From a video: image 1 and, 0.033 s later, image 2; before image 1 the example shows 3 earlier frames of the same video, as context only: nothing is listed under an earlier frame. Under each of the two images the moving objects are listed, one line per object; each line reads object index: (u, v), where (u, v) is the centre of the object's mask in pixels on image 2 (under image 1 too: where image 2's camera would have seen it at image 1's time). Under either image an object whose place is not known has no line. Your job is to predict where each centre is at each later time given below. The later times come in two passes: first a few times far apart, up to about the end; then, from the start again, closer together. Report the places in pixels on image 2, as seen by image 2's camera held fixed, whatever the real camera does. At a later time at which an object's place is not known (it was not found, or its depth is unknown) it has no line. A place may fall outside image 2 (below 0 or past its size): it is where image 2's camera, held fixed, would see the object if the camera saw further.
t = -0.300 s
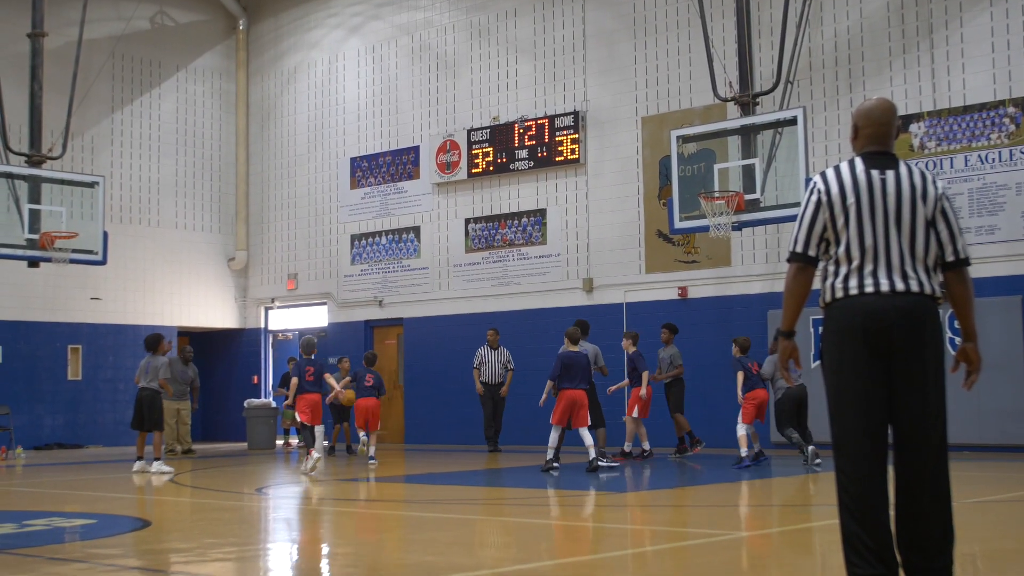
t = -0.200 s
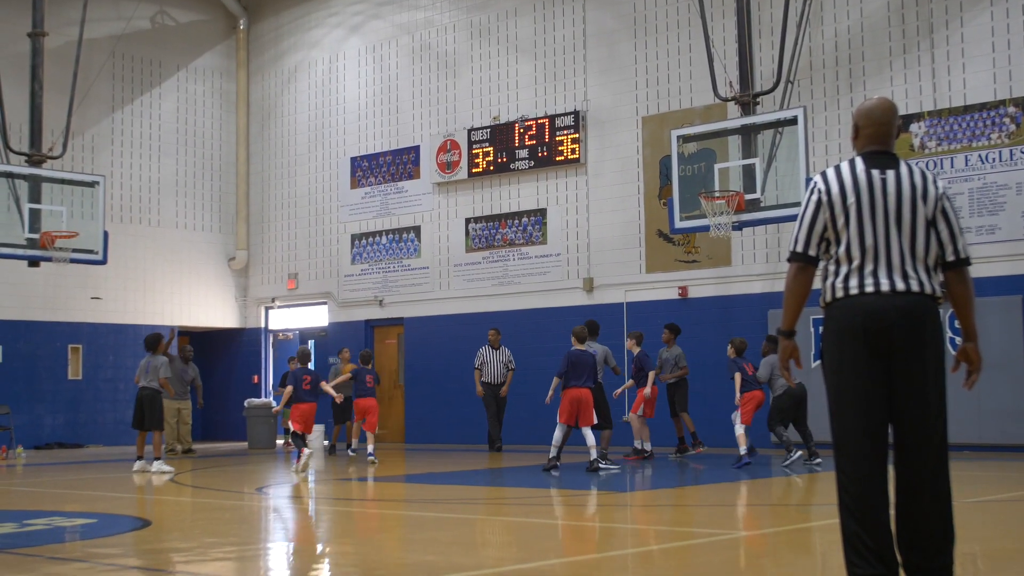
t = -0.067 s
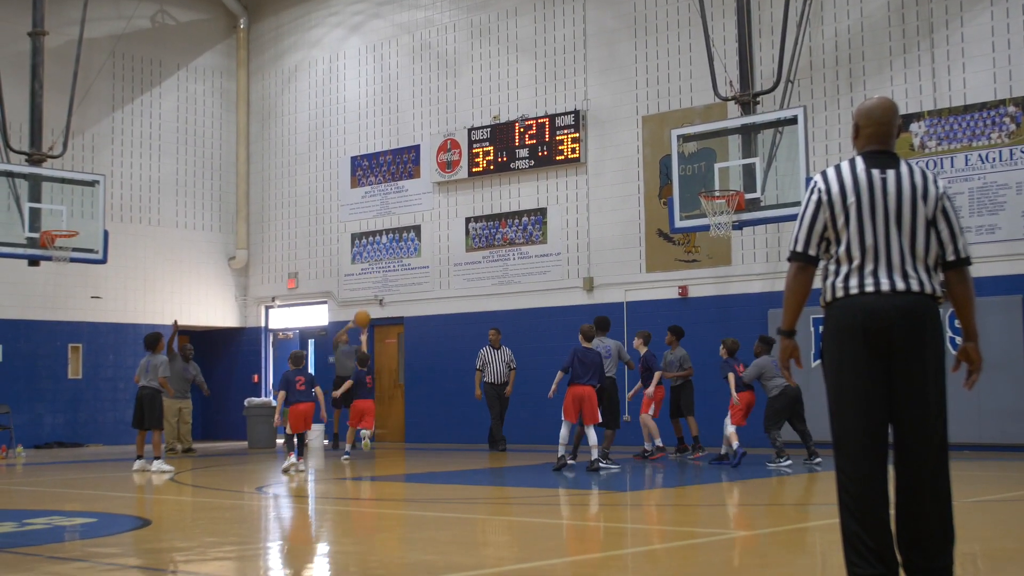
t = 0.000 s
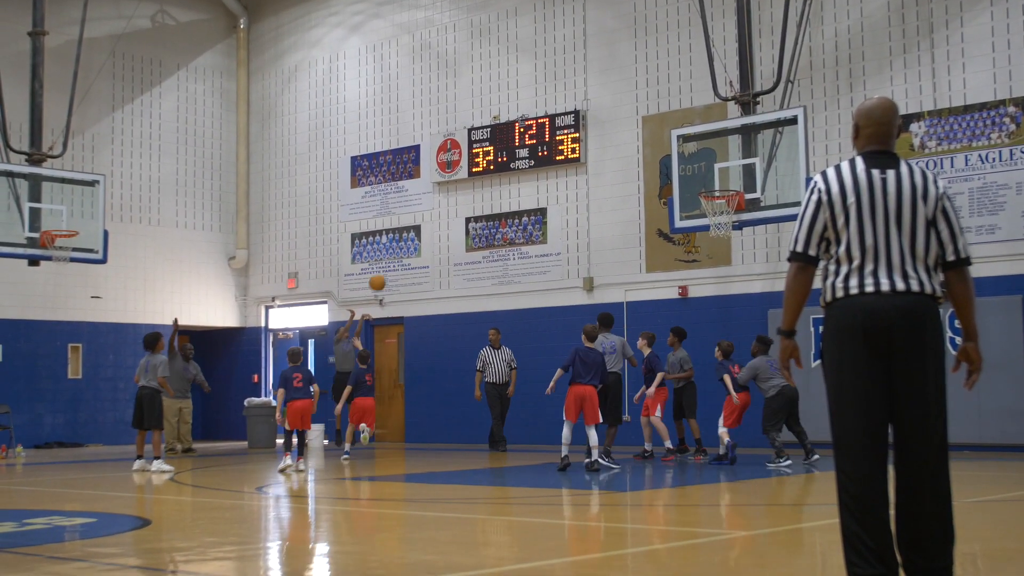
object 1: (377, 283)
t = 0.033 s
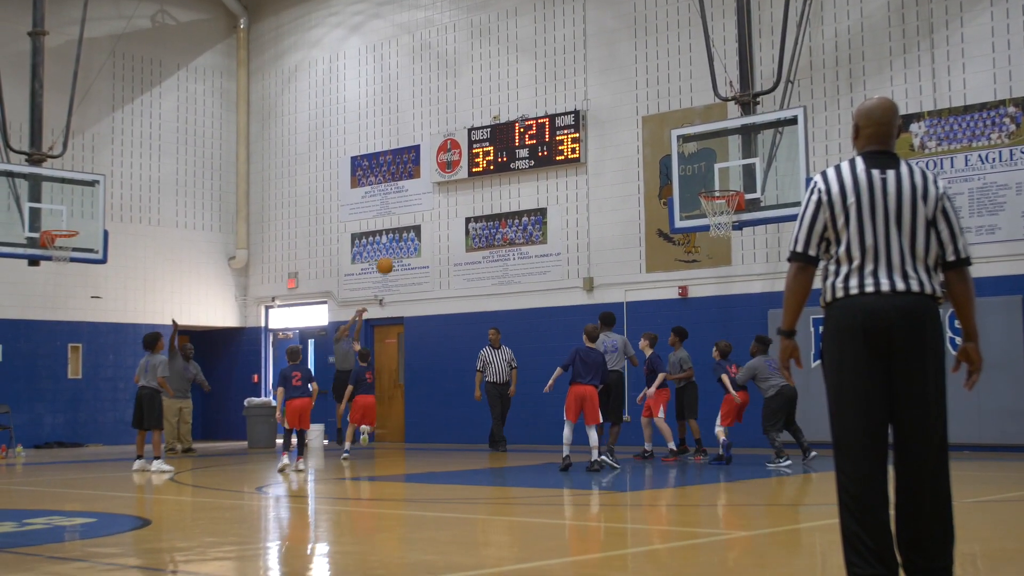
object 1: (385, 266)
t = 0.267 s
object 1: (440, 168)
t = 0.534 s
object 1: (507, 99)
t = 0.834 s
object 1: (588, 83)
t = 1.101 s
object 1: (666, 129)
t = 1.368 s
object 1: (734, 210)
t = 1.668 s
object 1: (715, 233)
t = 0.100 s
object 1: (400, 234)
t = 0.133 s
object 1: (408, 219)
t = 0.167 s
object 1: (416, 205)
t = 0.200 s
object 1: (424, 192)
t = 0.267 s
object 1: (440, 168)
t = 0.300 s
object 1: (448, 156)
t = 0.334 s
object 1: (456, 146)
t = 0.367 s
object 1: (465, 136)
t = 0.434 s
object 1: (481, 119)
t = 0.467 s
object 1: (490, 112)
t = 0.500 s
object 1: (499, 105)
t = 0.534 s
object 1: (507, 99)
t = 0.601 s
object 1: (524, 90)
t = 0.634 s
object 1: (533, 86)
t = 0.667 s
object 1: (542, 83)
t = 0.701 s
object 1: (551, 81)
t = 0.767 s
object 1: (569, 80)
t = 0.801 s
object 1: (578, 81)
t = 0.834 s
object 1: (588, 83)
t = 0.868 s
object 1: (597, 85)
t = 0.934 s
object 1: (616, 93)
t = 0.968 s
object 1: (626, 98)
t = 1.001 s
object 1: (636, 105)
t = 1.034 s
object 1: (646, 111)
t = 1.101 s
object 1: (666, 129)
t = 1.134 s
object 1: (676, 139)
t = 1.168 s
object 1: (687, 150)
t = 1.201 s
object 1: (698, 163)
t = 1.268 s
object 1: (718, 186)
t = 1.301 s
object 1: (725, 198)
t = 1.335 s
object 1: (733, 205)
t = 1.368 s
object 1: (734, 210)
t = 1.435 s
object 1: (731, 215)
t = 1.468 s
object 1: (729, 216)
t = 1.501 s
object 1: (727, 217)
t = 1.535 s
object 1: (725, 219)
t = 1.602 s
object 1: (719, 225)
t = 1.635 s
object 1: (717, 228)
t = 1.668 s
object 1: (715, 233)
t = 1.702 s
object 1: (712, 239)
